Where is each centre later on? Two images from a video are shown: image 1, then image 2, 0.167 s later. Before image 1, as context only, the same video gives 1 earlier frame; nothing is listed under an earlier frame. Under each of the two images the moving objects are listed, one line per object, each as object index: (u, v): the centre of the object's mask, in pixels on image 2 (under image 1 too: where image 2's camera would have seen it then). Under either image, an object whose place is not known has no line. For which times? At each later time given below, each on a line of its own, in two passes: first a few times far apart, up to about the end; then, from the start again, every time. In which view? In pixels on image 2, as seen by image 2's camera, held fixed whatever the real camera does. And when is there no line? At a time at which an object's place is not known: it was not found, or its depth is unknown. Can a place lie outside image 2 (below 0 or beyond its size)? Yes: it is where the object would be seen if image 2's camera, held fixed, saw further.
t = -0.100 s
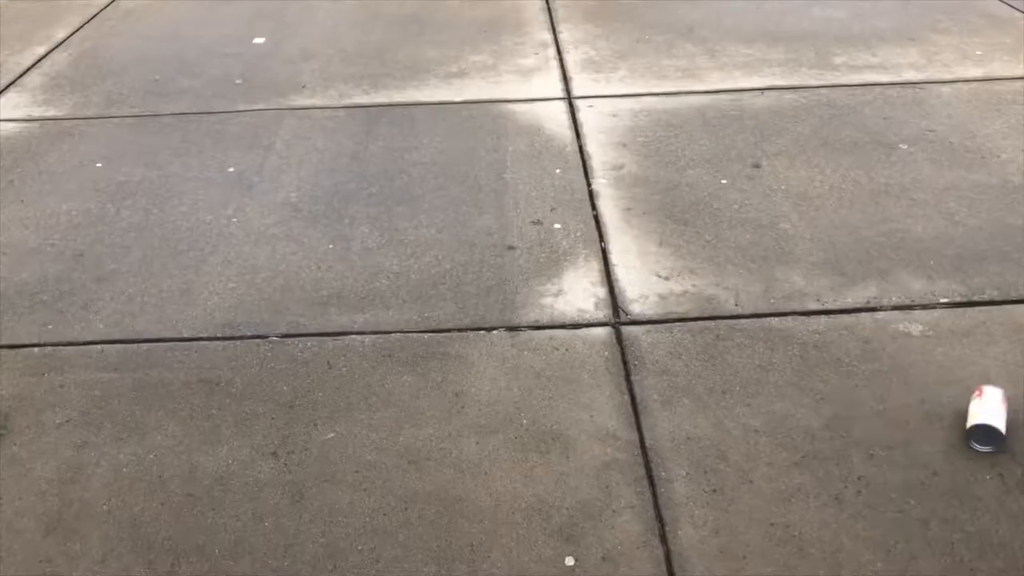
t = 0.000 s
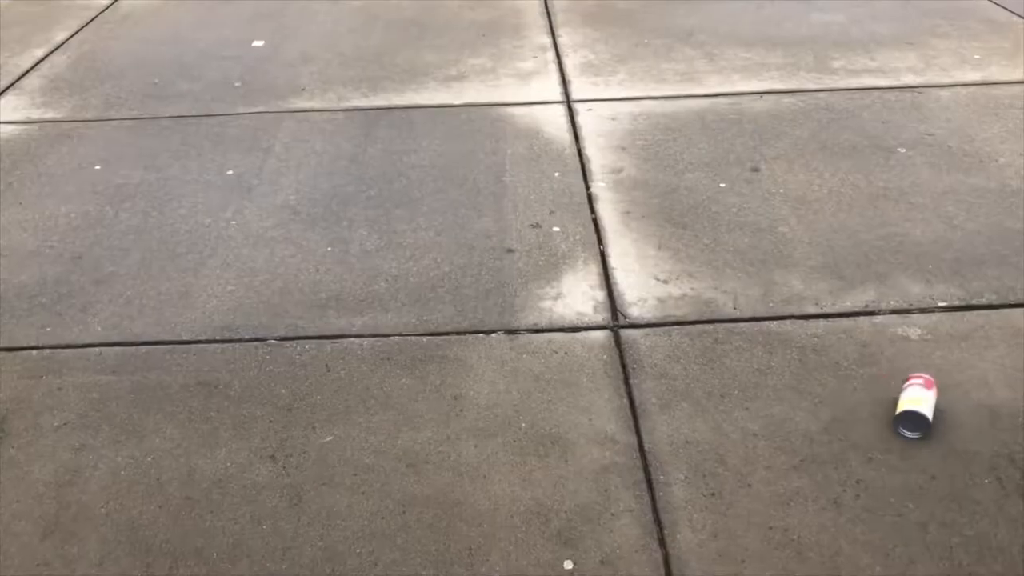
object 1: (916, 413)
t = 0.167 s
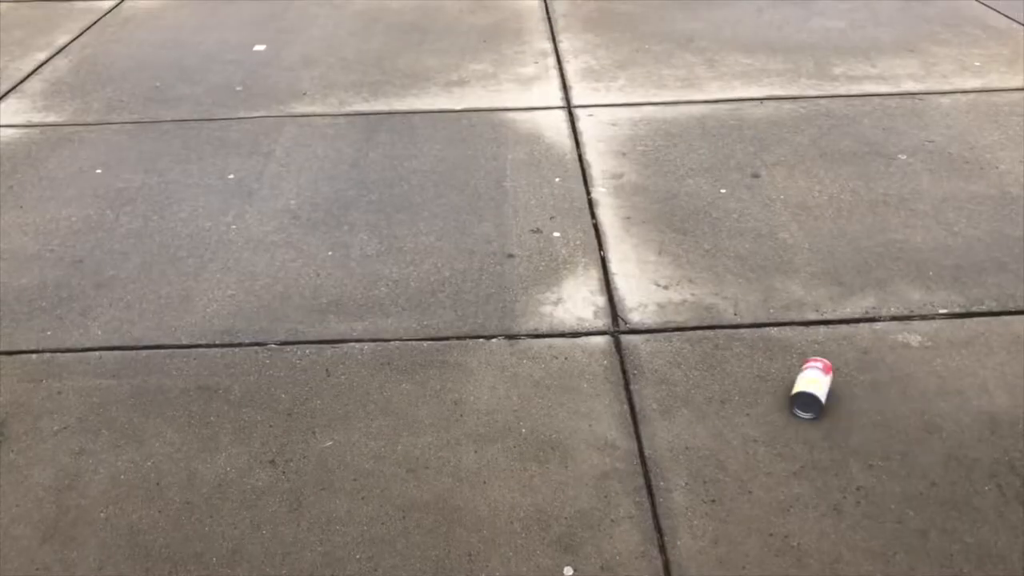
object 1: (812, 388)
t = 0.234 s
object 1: (772, 378)
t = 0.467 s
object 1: (646, 350)
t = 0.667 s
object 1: (550, 329)
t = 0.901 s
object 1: (454, 306)
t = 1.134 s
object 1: (368, 287)
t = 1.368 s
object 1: (290, 270)
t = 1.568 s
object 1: (229, 257)
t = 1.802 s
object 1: (164, 243)
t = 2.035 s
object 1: (105, 232)
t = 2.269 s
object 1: (50, 221)
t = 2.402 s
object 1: (22, 215)
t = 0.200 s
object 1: (792, 383)
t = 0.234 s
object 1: (772, 378)
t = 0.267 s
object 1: (753, 373)
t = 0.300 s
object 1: (735, 370)
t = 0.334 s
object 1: (716, 366)
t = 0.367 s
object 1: (698, 362)
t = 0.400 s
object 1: (680, 358)
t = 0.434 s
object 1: (663, 354)
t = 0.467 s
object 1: (646, 350)
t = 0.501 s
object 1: (629, 347)
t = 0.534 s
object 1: (612, 344)
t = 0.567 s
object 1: (596, 339)
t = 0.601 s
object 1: (580, 337)
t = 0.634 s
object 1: (565, 334)
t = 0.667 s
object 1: (550, 329)
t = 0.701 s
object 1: (535, 326)
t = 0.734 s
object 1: (520, 323)
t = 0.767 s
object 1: (507, 319)
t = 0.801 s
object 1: (493, 316)
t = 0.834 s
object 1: (480, 313)
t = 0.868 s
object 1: (467, 310)
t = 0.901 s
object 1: (454, 306)
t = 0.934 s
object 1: (441, 304)
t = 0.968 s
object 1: (428, 301)
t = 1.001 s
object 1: (416, 298)
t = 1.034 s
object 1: (404, 295)
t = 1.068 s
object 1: (392, 293)
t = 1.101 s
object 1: (379, 290)
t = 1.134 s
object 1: (368, 287)
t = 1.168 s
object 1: (356, 285)
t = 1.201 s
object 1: (345, 283)
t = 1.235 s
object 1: (334, 280)
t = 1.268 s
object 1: (323, 277)
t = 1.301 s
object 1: (312, 275)
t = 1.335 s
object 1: (301, 273)
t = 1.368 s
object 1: (290, 270)
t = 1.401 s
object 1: (279, 268)
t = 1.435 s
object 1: (269, 266)
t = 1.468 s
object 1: (259, 264)
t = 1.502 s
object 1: (249, 262)
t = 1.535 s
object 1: (238, 260)
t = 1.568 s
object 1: (229, 257)
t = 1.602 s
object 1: (219, 255)
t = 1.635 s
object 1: (209, 253)
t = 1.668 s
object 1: (200, 251)
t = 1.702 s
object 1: (191, 249)
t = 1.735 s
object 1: (182, 247)
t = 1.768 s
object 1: (173, 245)
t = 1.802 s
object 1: (164, 243)
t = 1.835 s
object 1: (155, 241)
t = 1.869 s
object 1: (146, 240)
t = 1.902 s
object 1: (138, 238)
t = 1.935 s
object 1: (130, 237)
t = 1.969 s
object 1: (121, 235)
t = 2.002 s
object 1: (114, 233)
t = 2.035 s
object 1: (105, 232)
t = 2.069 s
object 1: (97, 230)
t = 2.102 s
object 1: (89, 229)
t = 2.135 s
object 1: (81, 227)
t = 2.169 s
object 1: (73, 225)
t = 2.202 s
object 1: (66, 224)
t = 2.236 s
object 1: (58, 223)
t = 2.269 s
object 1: (50, 221)
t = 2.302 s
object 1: (43, 219)
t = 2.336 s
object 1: (36, 218)
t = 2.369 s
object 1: (29, 217)
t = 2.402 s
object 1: (22, 215)
